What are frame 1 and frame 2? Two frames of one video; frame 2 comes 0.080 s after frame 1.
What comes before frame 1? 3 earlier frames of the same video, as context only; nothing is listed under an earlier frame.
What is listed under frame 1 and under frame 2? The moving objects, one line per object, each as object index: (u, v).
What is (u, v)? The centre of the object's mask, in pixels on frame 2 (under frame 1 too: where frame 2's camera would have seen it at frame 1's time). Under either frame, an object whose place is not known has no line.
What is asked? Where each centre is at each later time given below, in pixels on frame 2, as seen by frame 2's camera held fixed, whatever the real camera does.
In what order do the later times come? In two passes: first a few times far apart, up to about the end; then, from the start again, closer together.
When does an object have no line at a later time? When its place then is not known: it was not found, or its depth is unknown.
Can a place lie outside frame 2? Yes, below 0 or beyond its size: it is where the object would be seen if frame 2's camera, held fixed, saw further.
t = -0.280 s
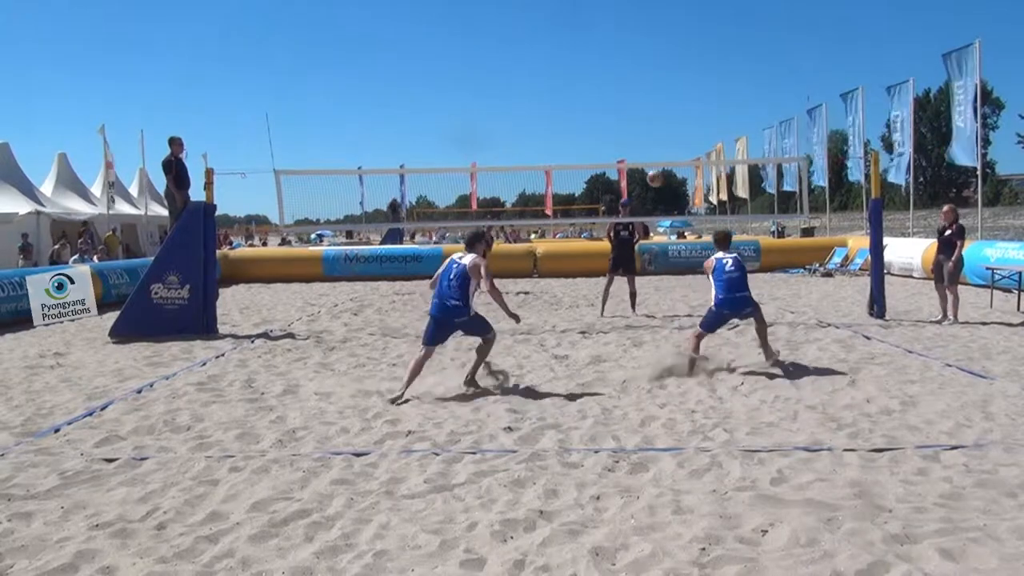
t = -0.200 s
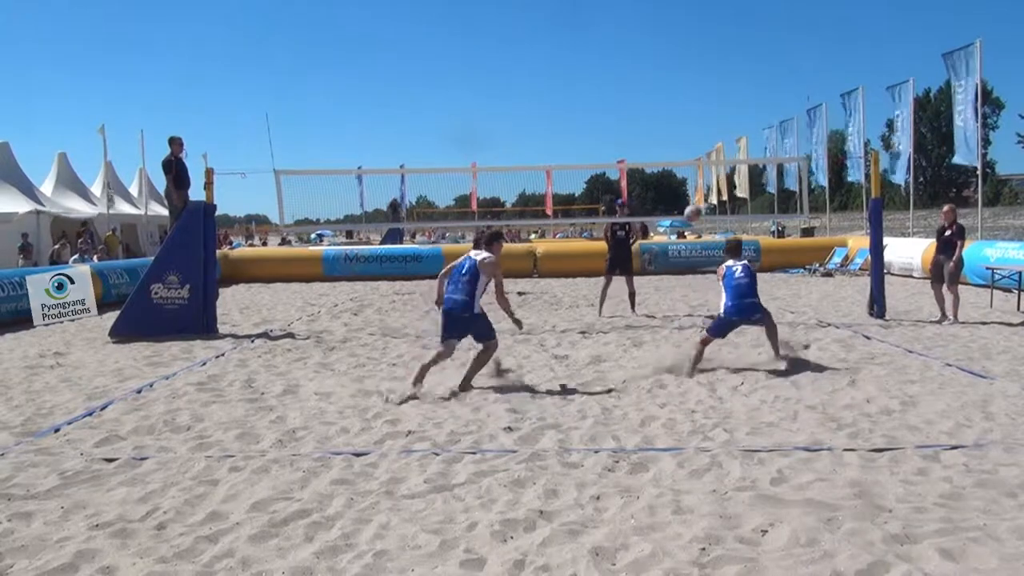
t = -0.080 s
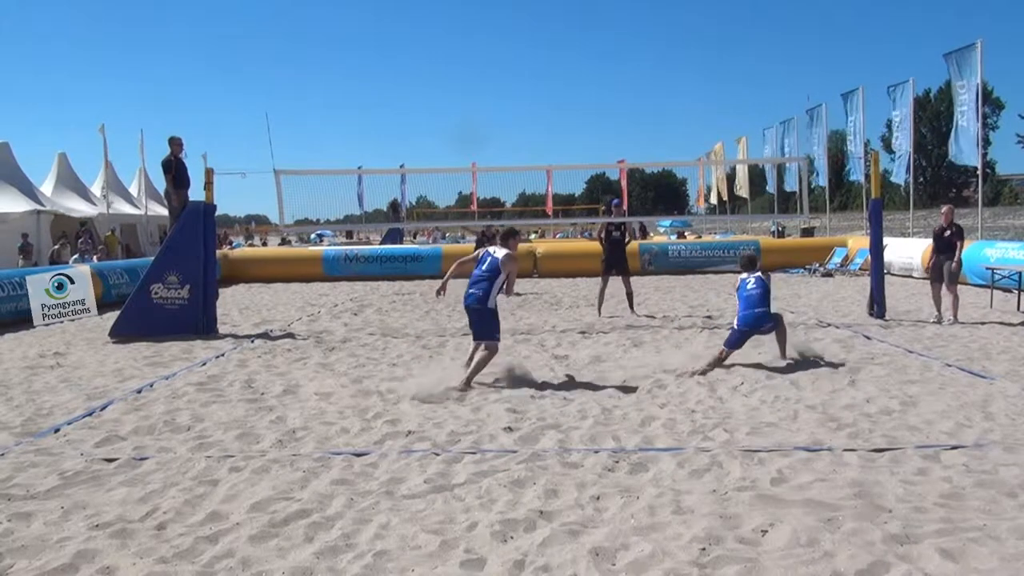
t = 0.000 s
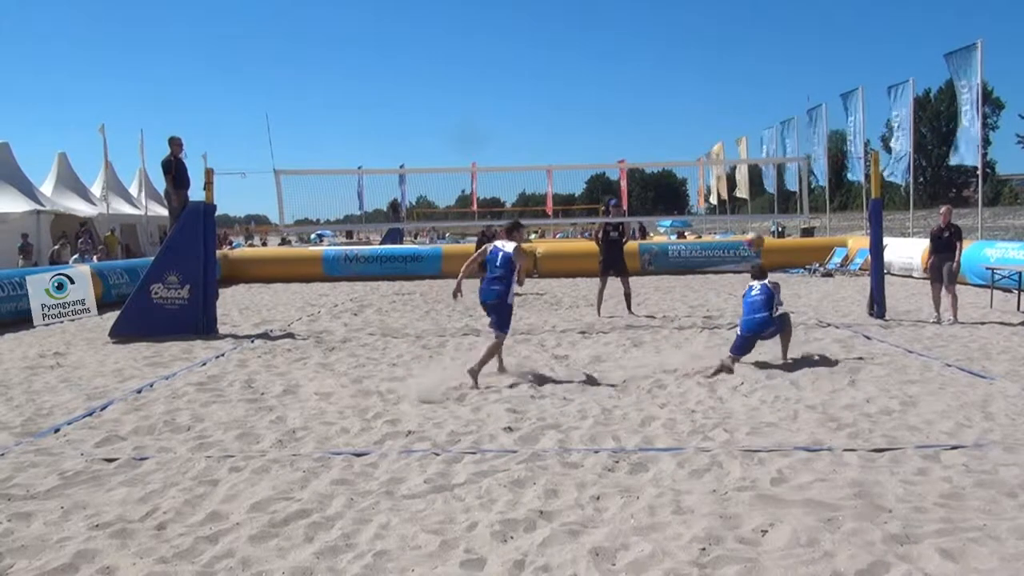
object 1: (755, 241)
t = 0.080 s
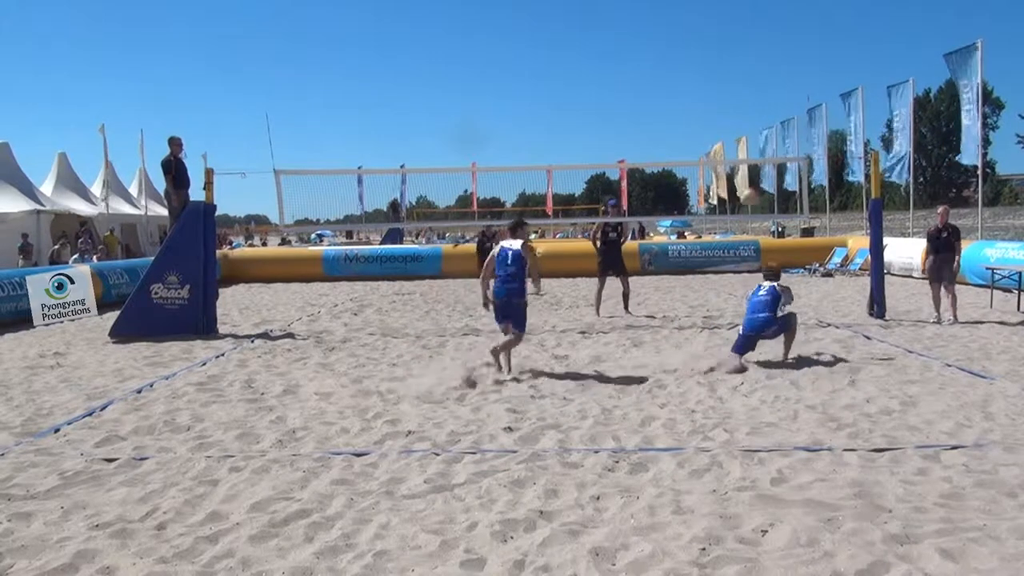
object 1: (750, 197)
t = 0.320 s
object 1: (737, 108)
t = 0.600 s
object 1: (723, 72)
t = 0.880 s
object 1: (708, 110)
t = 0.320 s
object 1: (737, 108)
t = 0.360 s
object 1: (735, 98)
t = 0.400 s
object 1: (733, 89)
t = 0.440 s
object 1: (731, 84)
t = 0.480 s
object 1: (728, 78)
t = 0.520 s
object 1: (726, 75)
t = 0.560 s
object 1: (725, 73)
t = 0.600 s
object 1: (723, 72)
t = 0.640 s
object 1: (720, 73)
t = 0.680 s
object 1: (719, 76)
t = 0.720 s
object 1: (716, 80)
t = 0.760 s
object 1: (714, 85)
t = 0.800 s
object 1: (712, 92)
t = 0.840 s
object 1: (710, 100)
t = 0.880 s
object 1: (708, 110)
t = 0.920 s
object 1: (706, 121)
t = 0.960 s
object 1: (703, 133)
